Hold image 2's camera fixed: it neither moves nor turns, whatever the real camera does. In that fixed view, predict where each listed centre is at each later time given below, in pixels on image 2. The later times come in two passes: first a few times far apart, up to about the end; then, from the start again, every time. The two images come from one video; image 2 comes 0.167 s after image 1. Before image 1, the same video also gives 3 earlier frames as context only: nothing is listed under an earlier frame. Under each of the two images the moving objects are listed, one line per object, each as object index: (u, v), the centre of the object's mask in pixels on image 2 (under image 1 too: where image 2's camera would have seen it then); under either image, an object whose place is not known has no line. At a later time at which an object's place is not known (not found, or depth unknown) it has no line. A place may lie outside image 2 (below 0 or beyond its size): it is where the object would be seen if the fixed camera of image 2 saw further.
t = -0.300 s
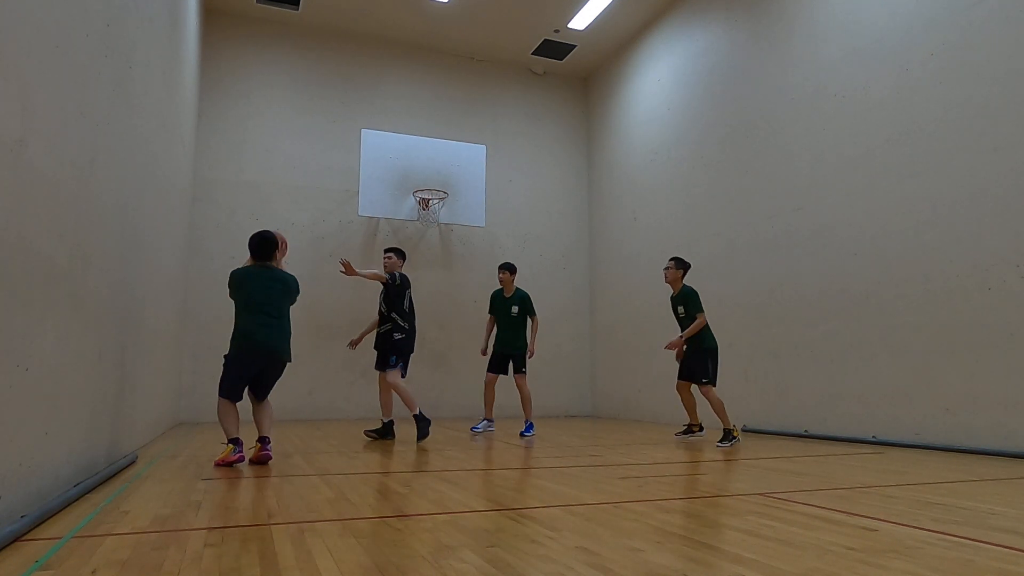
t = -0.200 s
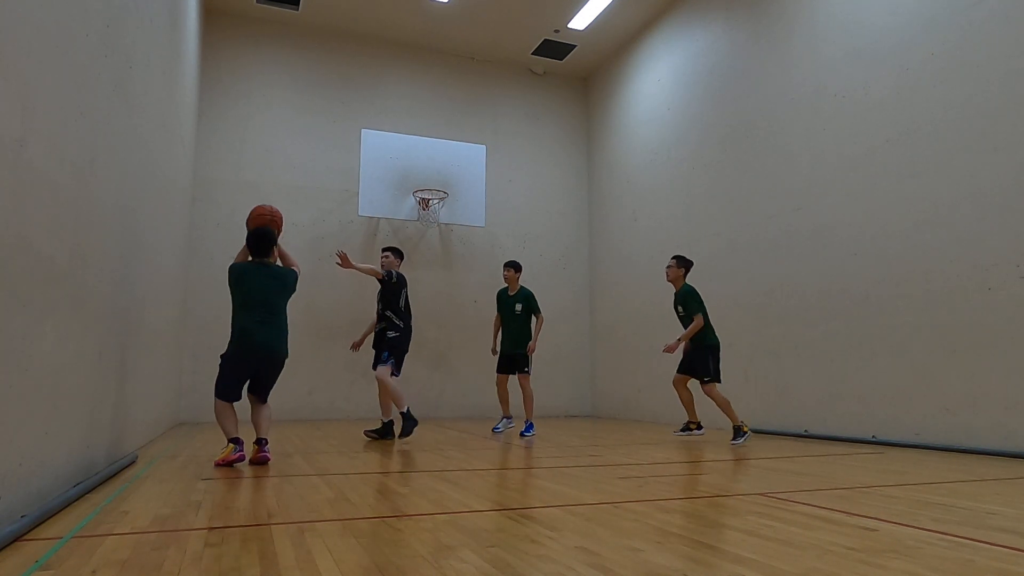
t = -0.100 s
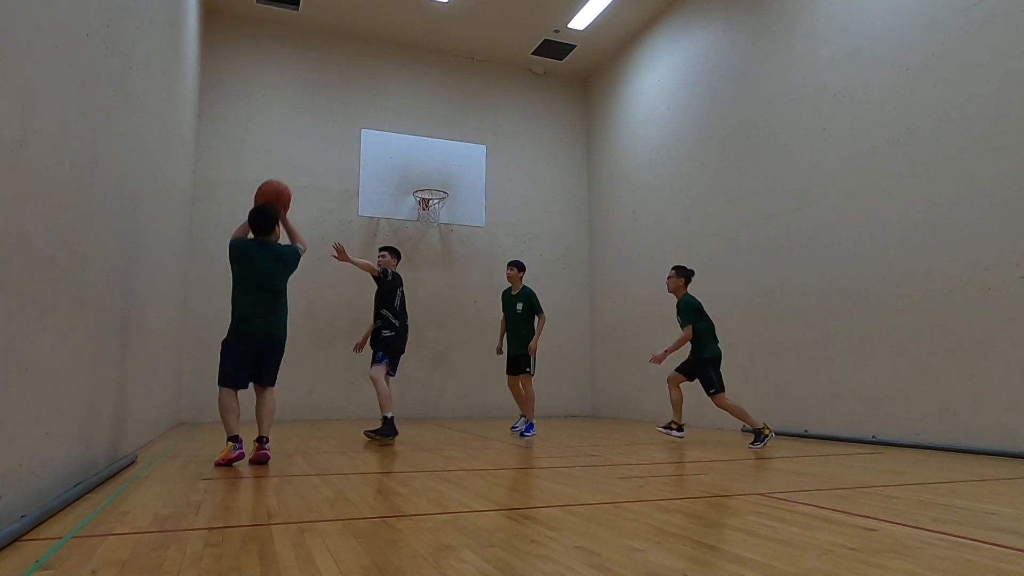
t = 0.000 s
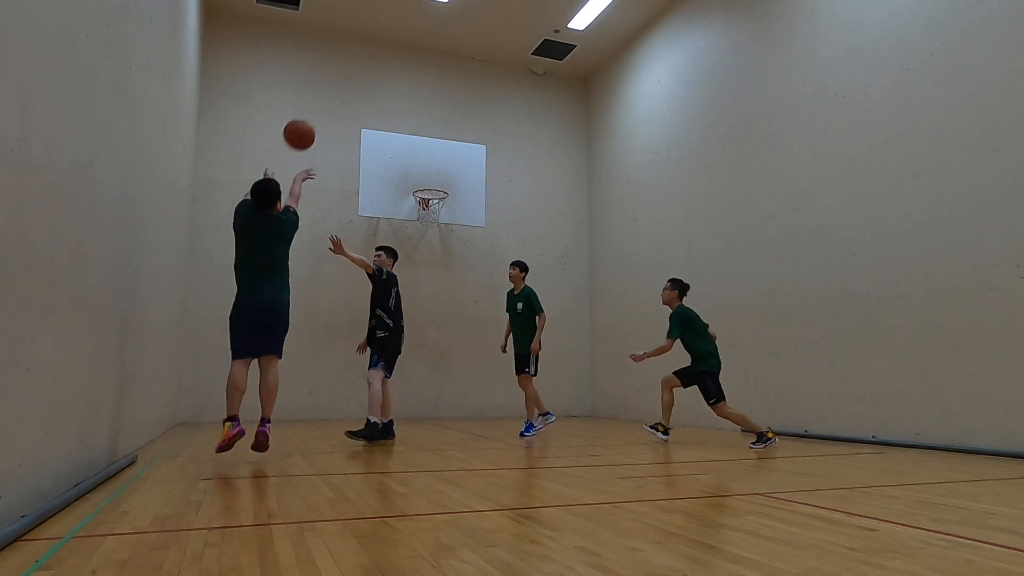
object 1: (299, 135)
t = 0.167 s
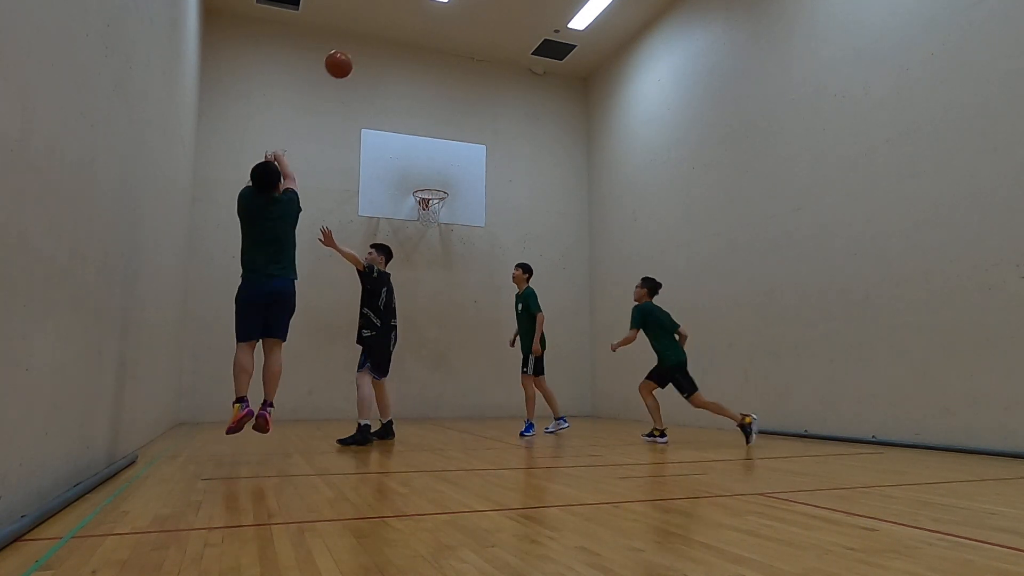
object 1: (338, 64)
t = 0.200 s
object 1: (345, 56)
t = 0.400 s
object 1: (379, 33)
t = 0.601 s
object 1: (404, 47)
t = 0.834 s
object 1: (426, 98)
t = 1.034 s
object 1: (440, 164)
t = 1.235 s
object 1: (426, 169)
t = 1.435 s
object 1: (408, 152)
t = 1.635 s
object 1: (395, 158)
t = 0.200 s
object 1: (345, 56)
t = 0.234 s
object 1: (351, 49)
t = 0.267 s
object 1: (357, 43)
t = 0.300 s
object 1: (363, 39)
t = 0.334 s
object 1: (369, 36)
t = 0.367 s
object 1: (374, 34)
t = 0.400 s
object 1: (379, 33)
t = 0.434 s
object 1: (383, 33)
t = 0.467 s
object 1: (388, 34)
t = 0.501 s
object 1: (392, 36)
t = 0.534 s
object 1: (396, 39)
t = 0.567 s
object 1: (400, 43)
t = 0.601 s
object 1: (404, 47)
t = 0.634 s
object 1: (407, 53)
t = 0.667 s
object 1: (411, 59)
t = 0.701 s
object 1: (414, 65)
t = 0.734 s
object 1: (417, 73)
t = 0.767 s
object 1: (420, 81)
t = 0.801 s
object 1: (423, 89)
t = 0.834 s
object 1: (426, 98)
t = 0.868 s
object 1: (428, 109)
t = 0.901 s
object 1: (431, 119)
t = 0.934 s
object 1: (434, 129)
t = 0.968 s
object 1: (436, 140)
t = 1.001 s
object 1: (438, 152)
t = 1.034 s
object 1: (440, 164)
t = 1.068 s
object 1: (443, 177)
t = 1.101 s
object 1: (444, 188)
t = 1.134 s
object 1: (440, 182)
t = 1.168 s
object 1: (435, 177)
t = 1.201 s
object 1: (430, 172)
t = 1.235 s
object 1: (426, 169)
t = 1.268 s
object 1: (421, 166)
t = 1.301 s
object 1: (417, 163)
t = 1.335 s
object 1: (415, 159)
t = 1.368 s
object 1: (413, 156)
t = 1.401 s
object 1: (410, 154)
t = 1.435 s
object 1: (408, 152)
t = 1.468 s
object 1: (406, 151)
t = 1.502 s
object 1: (404, 151)
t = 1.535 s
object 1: (402, 152)
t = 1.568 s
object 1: (399, 153)
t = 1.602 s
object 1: (397, 155)
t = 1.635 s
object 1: (395, 158)
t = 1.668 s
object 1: (392, 162)
